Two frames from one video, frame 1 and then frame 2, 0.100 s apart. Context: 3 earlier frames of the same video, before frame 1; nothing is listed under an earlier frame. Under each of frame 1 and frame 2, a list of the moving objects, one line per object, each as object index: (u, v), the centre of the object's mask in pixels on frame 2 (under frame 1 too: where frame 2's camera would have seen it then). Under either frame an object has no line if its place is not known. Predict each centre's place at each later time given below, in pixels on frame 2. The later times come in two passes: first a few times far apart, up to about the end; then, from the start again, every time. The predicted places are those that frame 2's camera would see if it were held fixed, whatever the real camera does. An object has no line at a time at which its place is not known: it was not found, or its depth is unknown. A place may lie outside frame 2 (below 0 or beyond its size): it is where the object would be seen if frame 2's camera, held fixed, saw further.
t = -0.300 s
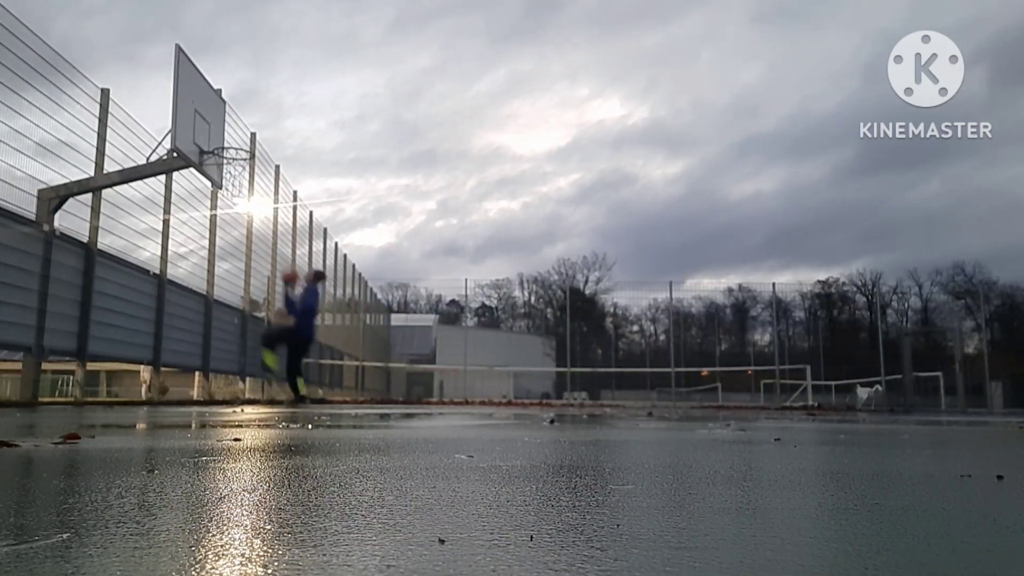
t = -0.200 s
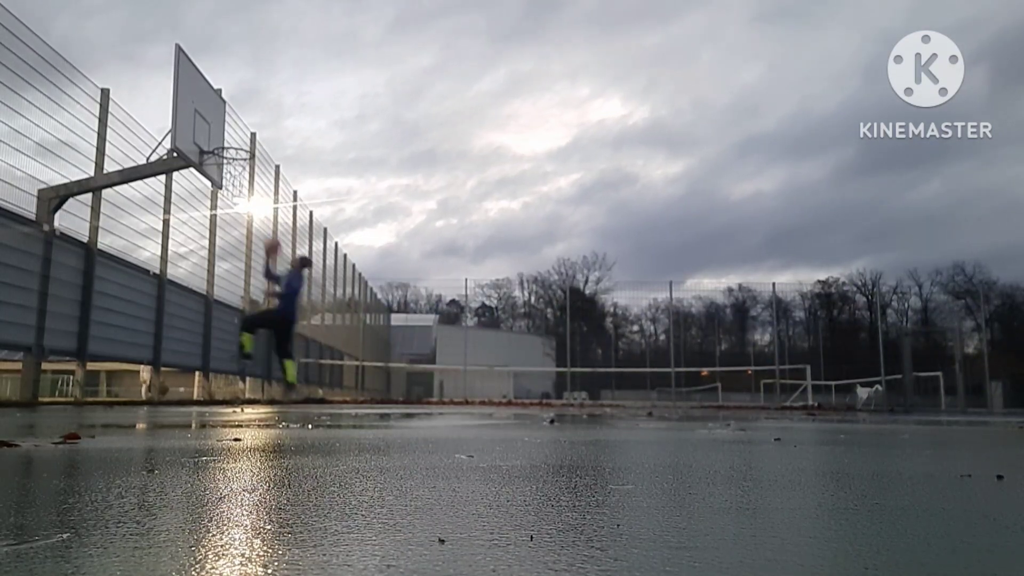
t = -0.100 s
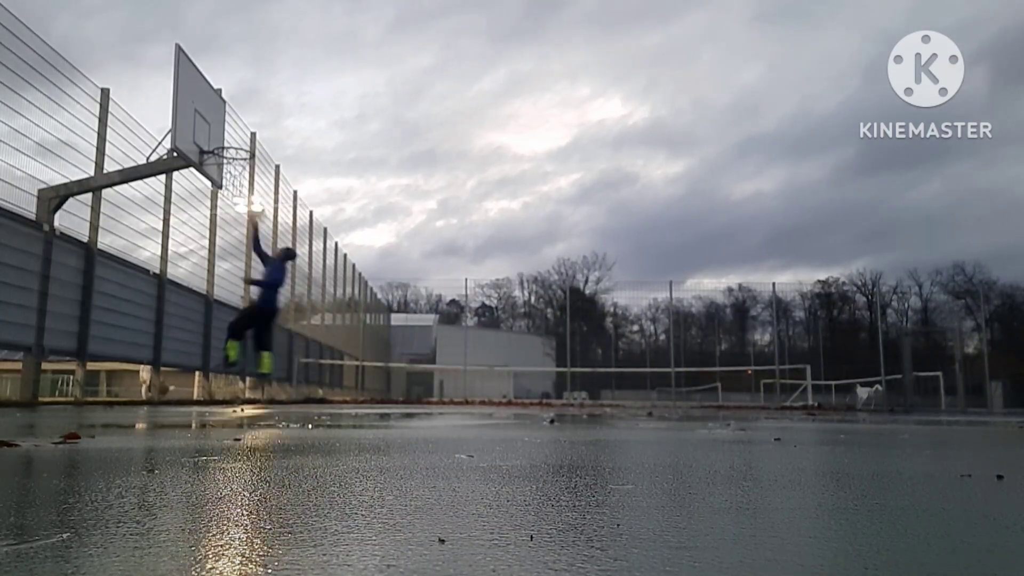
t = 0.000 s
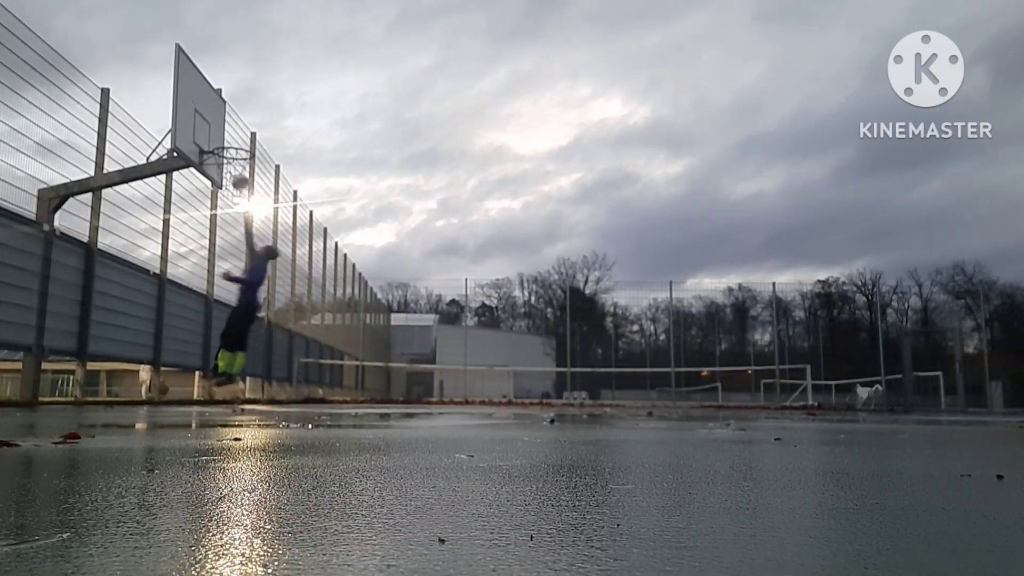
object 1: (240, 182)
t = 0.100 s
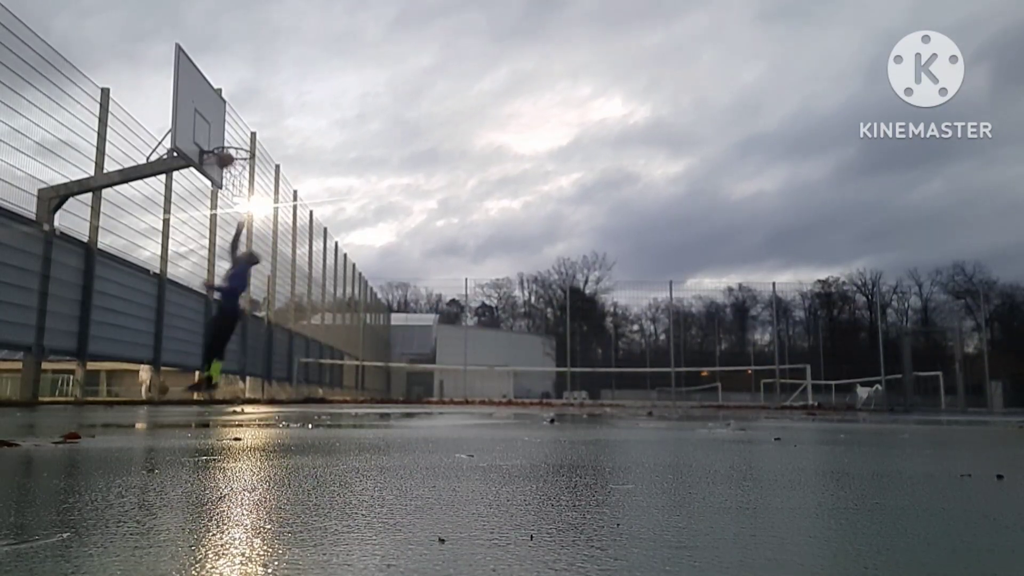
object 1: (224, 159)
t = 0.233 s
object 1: (231, 146)
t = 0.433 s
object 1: (247, 147)
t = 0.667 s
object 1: (231, 145)
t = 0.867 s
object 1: (224, 150)
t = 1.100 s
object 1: (242, 173)
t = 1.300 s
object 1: (256, 221)
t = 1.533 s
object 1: (272, 321)
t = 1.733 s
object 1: (282, 371)
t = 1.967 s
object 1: (296, 289)
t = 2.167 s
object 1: (305, 251)
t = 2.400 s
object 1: (313, 246)
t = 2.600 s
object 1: (319, 274)
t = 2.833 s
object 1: (323, 348)
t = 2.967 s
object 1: (326, 388)
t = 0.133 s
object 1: (222, 154)
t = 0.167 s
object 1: (225, 151)
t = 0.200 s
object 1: (228, 148)
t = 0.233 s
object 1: (231, 146)
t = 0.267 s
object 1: (234, 144)
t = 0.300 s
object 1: (237, 144)
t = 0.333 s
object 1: (240, 144)
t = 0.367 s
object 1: (242, 145)
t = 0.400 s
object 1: (246, 147)
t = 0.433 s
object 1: (247, 147)
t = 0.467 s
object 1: (246, 146)
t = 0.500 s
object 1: (245, 145)
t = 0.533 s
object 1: (243, 145)
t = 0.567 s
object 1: (242, 145)
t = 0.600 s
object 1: (239, 144)
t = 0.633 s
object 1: (235, 144)
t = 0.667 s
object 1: (231, 145)
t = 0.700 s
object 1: (229, 144)
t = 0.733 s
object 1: (227, 145)
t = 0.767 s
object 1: (224, 146)
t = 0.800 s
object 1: (223, 147)
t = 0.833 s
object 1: (224, 148)
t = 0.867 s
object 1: (224, 150)
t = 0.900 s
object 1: (226, 151)
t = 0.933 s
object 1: (229, 153)
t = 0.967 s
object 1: (232, 155)
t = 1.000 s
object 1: (235, 159)
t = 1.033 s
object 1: (237, 163)
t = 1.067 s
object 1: (239, 167)
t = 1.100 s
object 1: (242, 173)
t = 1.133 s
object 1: (244, 179)
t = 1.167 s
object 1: (247, 187)
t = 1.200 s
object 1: (249, 194)
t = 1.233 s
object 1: (251, 201)
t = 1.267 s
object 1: (255, 211)
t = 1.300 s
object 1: (256, 221)
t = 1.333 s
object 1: (260, 232)
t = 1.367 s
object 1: (261, 243)
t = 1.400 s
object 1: (264, 257)
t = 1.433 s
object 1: (266, 271)
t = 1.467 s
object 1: (268, 287)
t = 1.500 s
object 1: (270, 302)
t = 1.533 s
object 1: (272, 321)
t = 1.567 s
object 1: (272, 335)
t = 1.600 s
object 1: (274, 355)
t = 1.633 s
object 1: (277, 373)
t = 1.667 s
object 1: (279, 392)
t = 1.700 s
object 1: (280, 387)
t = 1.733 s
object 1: (282, 371)
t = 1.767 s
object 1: (284, 356)
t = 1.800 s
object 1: (286, 343)
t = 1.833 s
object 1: (289, 332)
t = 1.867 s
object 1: (289, 319)
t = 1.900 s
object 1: (292, 308)
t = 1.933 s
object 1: (294, 298)
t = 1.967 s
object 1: (296, 289)
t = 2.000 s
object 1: (297, 280)
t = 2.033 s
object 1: (298, 273)
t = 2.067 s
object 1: (300, 266)
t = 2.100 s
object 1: (301, 260)
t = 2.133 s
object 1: (303, 255)
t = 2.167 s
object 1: (305, 251)
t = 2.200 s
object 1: (306, 248)
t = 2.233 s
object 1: (307, 246)
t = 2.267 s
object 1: (308, 244)
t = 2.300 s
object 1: (310, 243)
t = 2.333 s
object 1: (311, 243)
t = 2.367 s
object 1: (312, 244)
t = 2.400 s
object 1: (313, 246)
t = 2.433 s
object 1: (314, 248)
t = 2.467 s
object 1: (315, 252)
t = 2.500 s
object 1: (316, 256)
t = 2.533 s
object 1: (317, 261)
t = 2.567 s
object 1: (318, 267)
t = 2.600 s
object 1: (319, 274)
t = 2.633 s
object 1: (320, 282)
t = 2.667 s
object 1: (320, 291)
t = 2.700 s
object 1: (321, 301)
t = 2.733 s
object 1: (321, 311)
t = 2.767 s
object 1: (323, 323)
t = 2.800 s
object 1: (324, 335)
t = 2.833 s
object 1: (323, 348)
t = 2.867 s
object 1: (324, 363)
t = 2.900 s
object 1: (324, 377)
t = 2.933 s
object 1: (325, 390)
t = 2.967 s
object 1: (326, 388)
